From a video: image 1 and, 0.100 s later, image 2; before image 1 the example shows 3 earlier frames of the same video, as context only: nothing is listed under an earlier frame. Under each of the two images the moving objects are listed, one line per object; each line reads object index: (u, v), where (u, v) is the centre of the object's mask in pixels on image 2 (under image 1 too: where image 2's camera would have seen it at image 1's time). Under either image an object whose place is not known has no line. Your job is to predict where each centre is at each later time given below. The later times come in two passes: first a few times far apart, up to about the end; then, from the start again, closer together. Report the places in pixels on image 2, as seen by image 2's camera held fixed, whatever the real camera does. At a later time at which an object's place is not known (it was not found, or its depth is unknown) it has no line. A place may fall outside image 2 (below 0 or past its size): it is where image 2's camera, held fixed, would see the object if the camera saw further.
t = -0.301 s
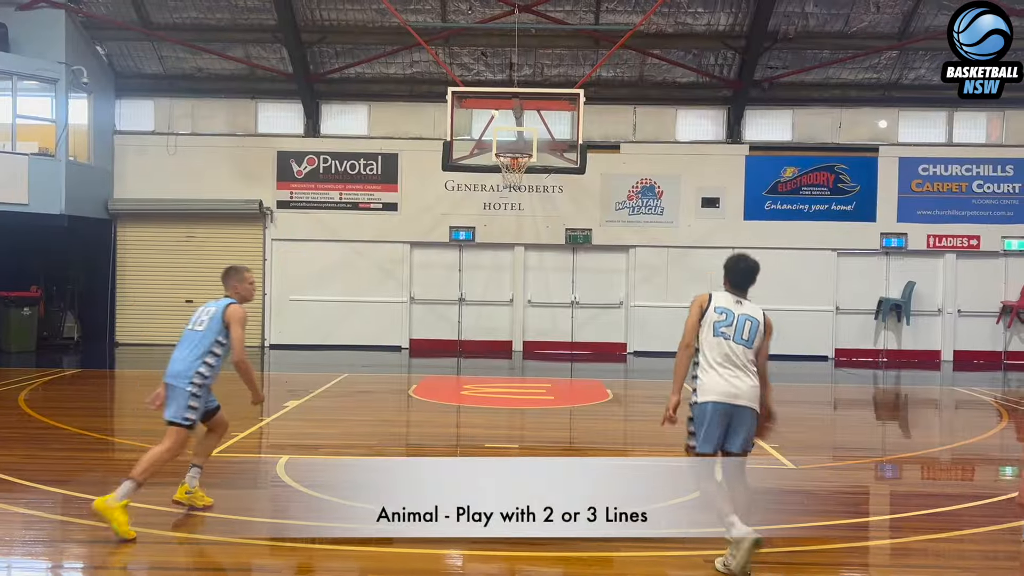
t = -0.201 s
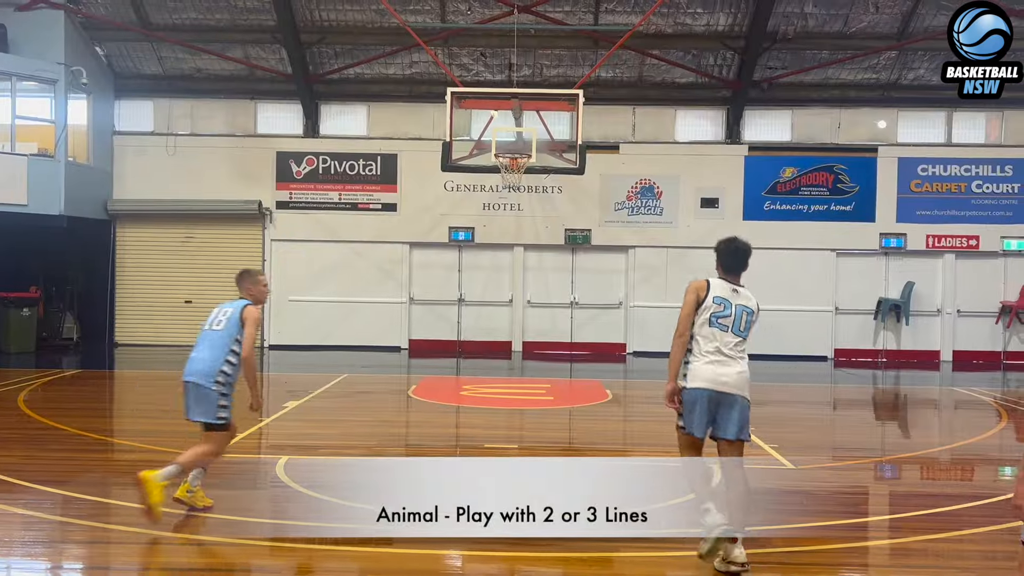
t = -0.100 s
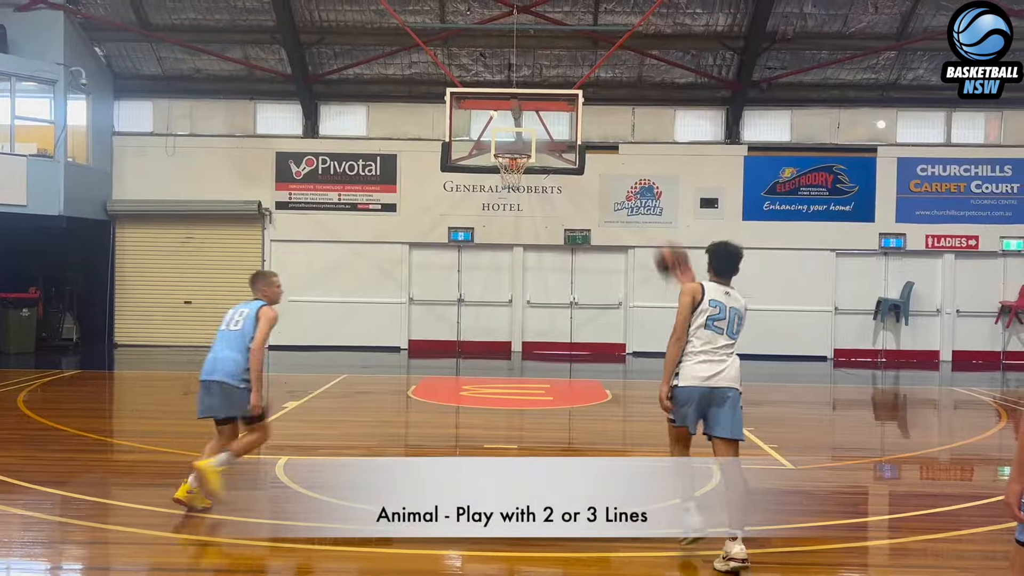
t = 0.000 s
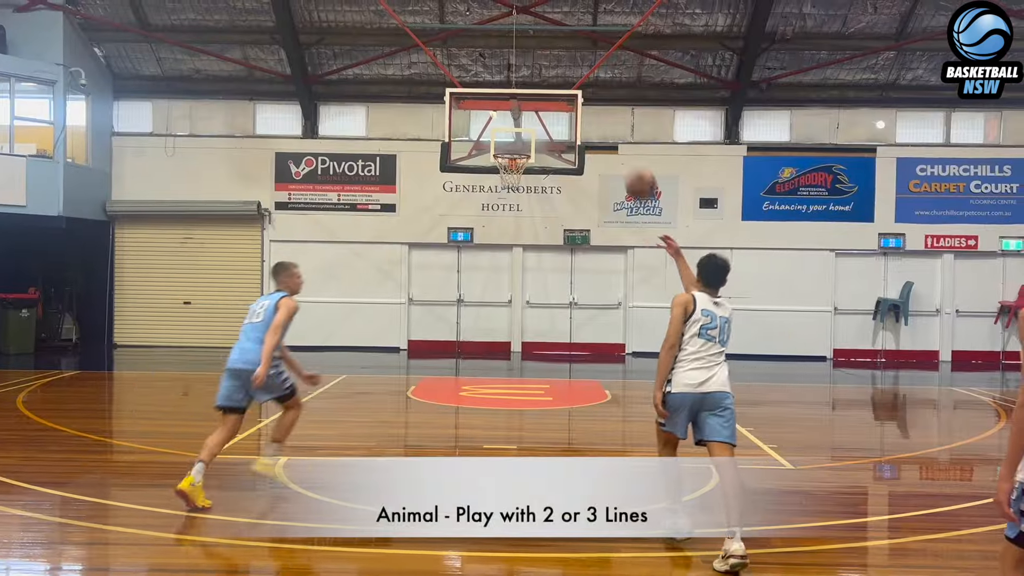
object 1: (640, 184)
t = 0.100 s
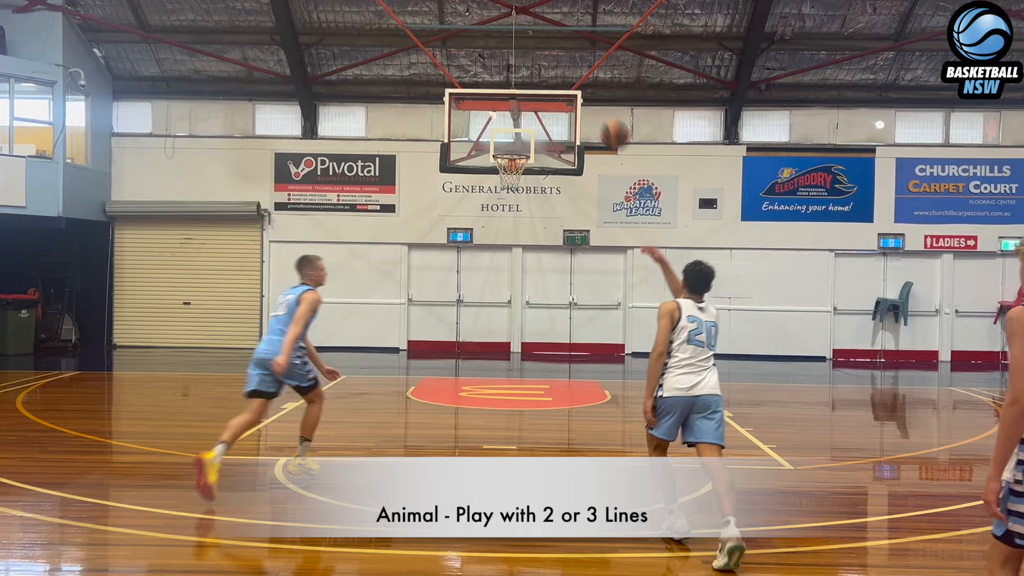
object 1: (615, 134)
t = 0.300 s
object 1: (573, 85)
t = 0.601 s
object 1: (530, 97)
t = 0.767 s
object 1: (512, 133)
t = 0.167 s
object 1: (600, 111)
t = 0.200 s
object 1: (593, 101)
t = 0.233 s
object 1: (586, 94)
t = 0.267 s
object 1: (580, 89)
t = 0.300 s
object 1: (573, 85)
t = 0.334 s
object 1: (569, 82)
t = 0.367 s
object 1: (563, 80)
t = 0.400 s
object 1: (557, 79)
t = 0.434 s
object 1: (551, 80)
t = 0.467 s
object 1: (547, 81)
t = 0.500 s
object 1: (543, 85)
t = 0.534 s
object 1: (539, 88)
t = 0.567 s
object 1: (535, 90)
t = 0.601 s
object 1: (530, 97)
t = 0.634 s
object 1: (526, 103)
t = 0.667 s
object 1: (522, 109)
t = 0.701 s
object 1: (518, 115)
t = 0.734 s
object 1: (515, 125)
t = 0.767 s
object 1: (512, 133)
